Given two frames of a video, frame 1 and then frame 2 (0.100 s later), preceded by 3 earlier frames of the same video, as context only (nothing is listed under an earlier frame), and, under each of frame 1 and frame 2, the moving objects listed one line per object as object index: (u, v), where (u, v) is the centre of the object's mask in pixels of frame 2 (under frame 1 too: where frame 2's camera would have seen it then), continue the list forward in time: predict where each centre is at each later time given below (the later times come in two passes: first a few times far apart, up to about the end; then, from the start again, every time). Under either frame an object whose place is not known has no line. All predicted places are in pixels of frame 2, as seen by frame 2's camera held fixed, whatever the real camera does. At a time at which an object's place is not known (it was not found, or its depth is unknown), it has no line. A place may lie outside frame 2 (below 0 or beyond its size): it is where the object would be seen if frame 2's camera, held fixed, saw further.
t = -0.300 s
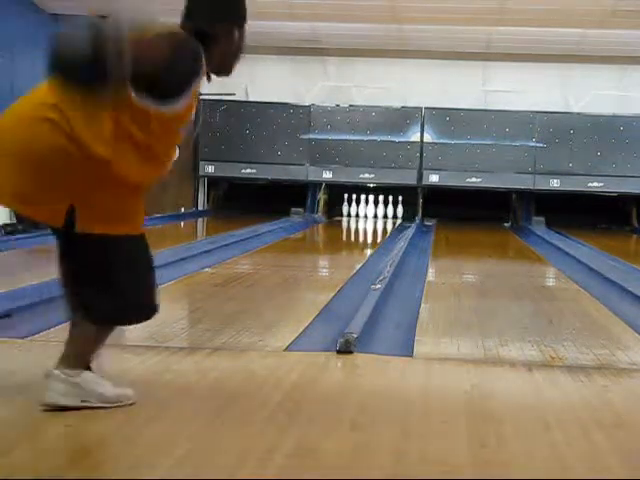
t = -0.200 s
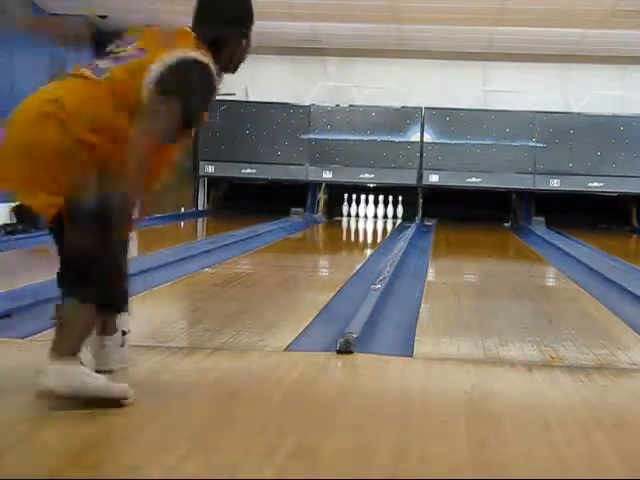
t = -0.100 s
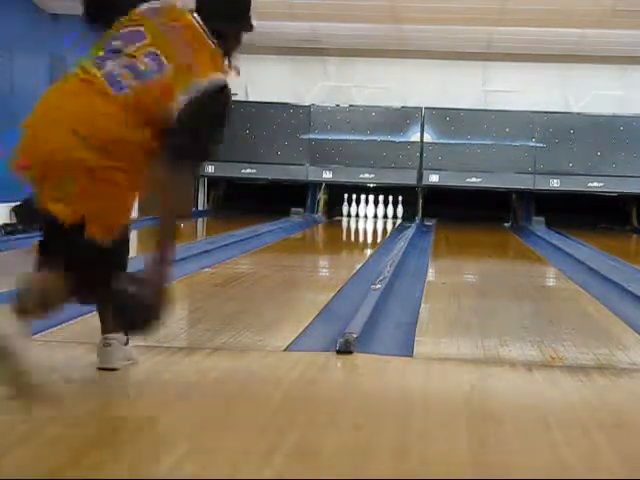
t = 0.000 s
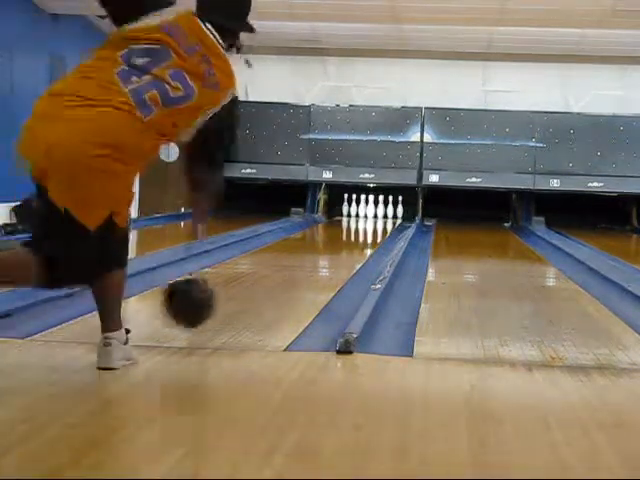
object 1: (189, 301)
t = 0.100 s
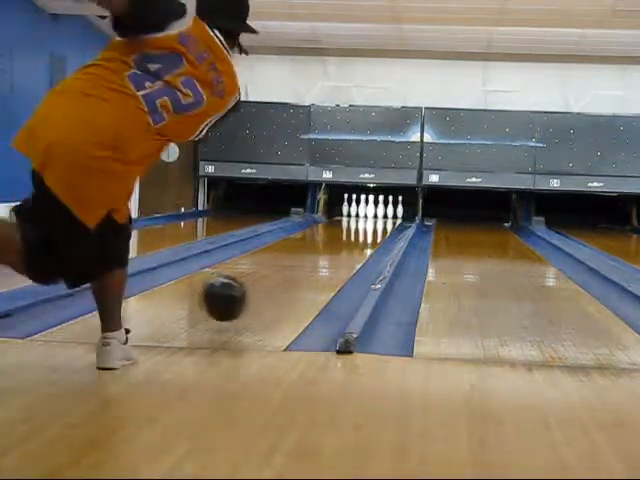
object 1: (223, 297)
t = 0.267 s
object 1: (267, 282)
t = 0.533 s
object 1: (310, 258)
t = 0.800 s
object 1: (335, 244)
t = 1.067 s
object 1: (353, 233)
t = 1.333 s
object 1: (364, 225)
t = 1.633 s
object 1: (373, 218)
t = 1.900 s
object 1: (376, 214)
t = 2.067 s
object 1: (376, 213)
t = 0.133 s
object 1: (234, 301)
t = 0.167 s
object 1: (244, 295)
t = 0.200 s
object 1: (252, 291)
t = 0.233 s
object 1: (260, 286)
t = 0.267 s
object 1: (267, 282)
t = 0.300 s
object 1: (274, 278)
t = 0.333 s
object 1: (280, 275)
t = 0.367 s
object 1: (286, 272)
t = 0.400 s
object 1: (291, 270)
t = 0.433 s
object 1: (297, 267)
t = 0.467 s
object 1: (302, 264)
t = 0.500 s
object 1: (305, 262)
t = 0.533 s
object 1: (310, 258)
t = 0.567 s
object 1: (313, 258)
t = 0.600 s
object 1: (317, 254)
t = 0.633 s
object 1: (321, 252)
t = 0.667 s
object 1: (324, 251)
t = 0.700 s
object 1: (328, 248)
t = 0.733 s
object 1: (330, 247)
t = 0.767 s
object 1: (333, 245)
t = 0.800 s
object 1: (335, 244)
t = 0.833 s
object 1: (338, 243)
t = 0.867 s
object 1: (340, 241)
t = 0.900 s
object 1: (342, 240)
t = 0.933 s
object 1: (344, 239)
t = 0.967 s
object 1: (347, 236)
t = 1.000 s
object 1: (348, 235)
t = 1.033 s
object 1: (350, 234)
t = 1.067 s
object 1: (353, 233)
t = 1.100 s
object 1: (355, 232)
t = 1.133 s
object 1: (357, 231)
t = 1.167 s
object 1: (357, 230)
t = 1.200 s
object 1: (358, 230)
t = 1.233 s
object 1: (360, 228)
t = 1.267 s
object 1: (361, 228)
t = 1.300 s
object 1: (363, 226)
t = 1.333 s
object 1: (364, 225)
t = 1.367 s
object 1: (364, 225)
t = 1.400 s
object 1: (367, 223)
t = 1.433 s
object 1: (367, 223)
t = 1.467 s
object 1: (368, 222)
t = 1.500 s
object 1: (369, 222)
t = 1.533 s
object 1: (370, 221)
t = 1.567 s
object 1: (371, 220)
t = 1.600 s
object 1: (372, 219)
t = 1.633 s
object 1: (373, 218)
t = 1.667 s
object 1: (373, 218)
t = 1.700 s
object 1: (373, 218)
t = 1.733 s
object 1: (374, 217)
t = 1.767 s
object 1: (374, 216)
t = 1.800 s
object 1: (375, 216)
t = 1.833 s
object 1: (375, 215)
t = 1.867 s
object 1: (375, 215)
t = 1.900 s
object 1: (376, 214)
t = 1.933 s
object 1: (376, 215)
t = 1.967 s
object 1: (376, 214)
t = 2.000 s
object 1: (376, 214)
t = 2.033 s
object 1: (376, 213)
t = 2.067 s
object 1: (376, 213)
